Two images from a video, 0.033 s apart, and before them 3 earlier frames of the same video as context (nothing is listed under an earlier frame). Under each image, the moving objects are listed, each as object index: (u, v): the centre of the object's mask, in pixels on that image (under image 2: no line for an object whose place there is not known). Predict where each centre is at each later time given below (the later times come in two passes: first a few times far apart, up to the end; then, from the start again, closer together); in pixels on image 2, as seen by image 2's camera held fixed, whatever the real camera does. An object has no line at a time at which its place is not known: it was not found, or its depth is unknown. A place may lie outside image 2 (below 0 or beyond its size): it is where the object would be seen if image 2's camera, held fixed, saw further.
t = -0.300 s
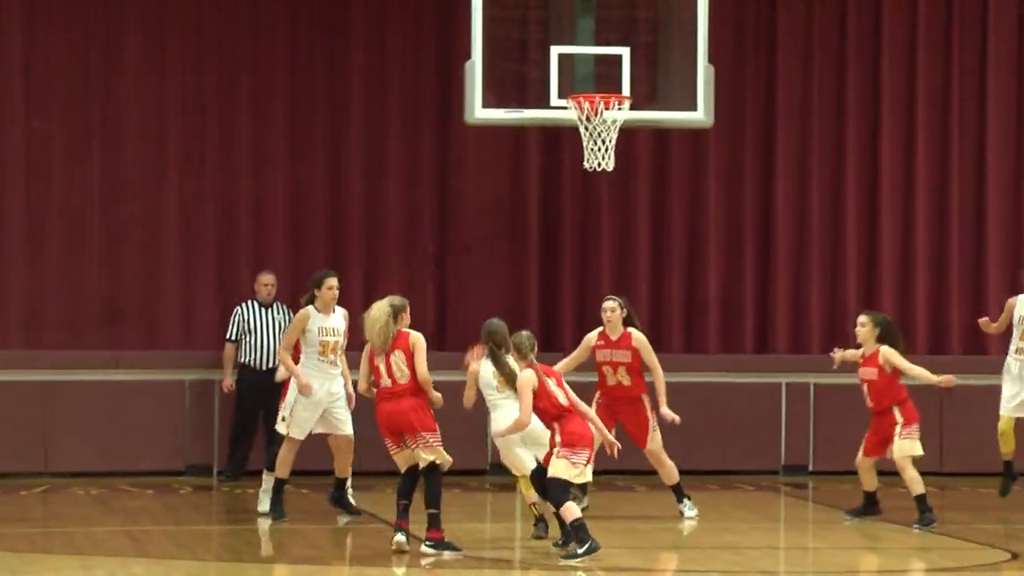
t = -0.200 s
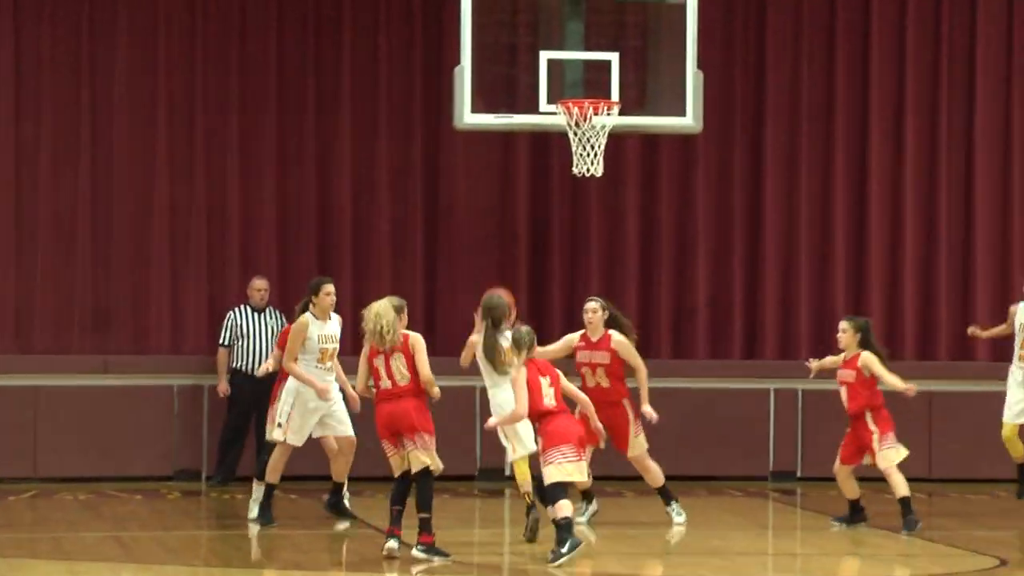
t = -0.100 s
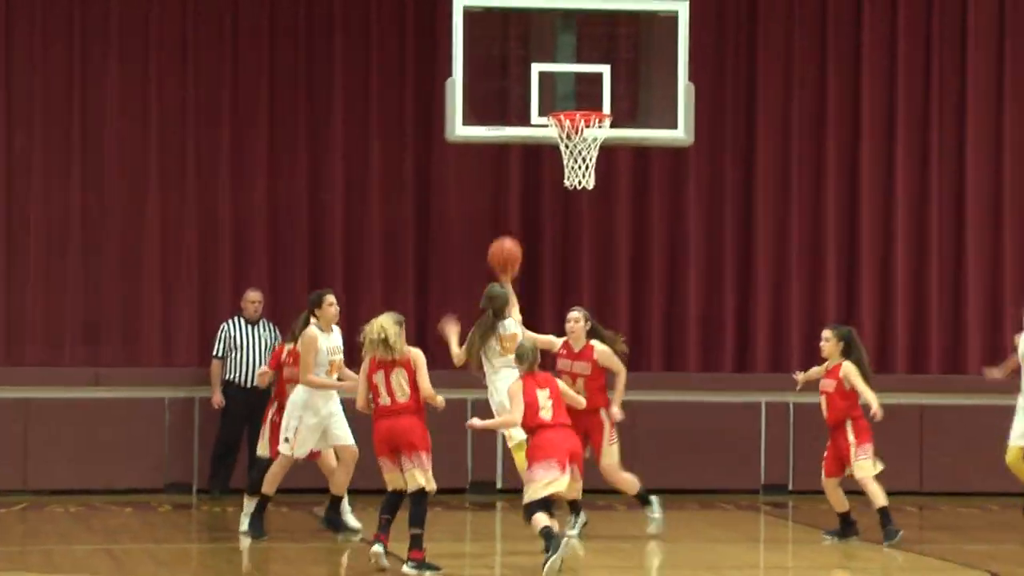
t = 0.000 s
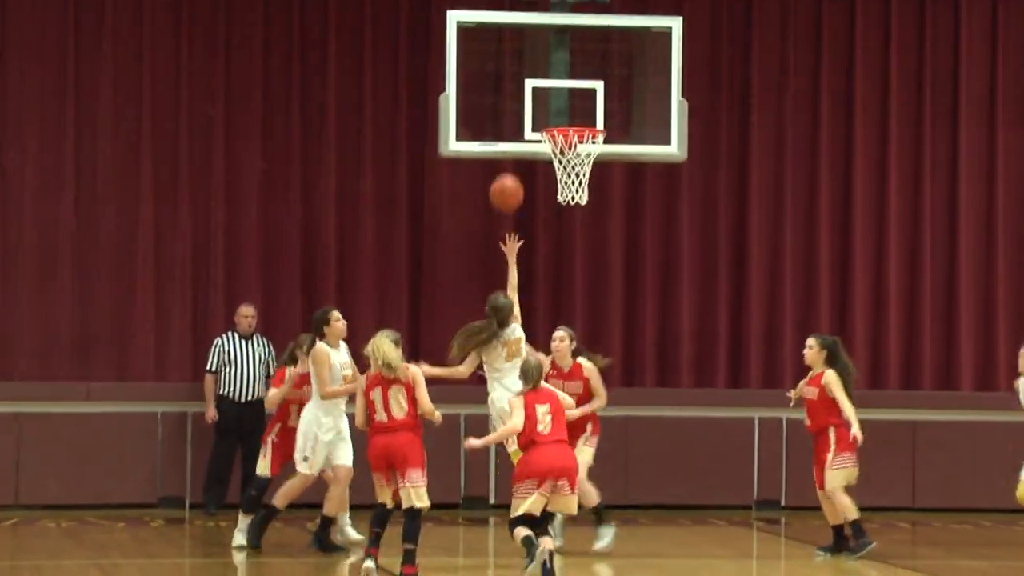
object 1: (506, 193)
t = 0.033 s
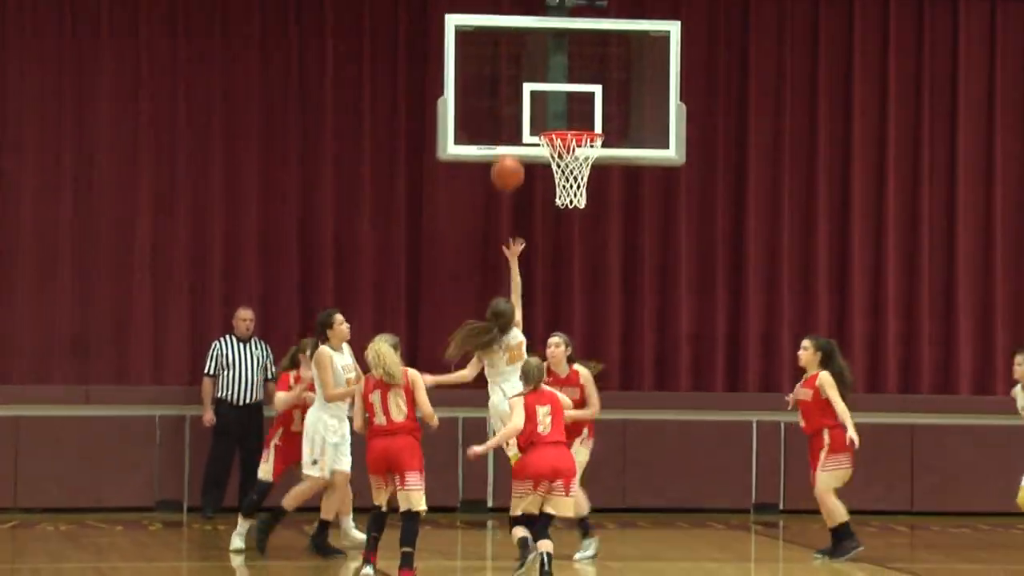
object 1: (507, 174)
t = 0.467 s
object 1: (540, 21)
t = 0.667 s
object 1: (551, 40)
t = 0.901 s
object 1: (563, 120)
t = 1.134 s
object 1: (588, 222)
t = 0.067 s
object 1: (510, 150)
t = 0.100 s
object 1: (512, 129)
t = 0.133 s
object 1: (514, 112)
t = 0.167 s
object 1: (517, 94)
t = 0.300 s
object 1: (528, 46)
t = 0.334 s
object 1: (530, 39)
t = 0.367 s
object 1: (533, 32)
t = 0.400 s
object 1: (535, 27)
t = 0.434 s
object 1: (537, 24)
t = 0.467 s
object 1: (540, 21)
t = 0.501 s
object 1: (542, 21)
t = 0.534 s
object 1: (544, 22)
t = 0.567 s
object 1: (546, 25)
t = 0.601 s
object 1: (548, 28)
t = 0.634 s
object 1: (550, 34)
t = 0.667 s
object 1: (551, 40)
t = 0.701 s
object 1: (553, 48)
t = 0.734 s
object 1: (554, 58)
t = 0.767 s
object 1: (556, 67)
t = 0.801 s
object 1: (558, 80)
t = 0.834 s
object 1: (560, 95)
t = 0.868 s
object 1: (562, 109)
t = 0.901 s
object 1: (563, 120)
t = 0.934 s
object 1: (567, 140)
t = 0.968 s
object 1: (569, 152)
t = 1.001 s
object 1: (574, 167)
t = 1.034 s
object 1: (575, 176)
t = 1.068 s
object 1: (580, 197)
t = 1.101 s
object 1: (585, 208)
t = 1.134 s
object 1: (588, 222)
